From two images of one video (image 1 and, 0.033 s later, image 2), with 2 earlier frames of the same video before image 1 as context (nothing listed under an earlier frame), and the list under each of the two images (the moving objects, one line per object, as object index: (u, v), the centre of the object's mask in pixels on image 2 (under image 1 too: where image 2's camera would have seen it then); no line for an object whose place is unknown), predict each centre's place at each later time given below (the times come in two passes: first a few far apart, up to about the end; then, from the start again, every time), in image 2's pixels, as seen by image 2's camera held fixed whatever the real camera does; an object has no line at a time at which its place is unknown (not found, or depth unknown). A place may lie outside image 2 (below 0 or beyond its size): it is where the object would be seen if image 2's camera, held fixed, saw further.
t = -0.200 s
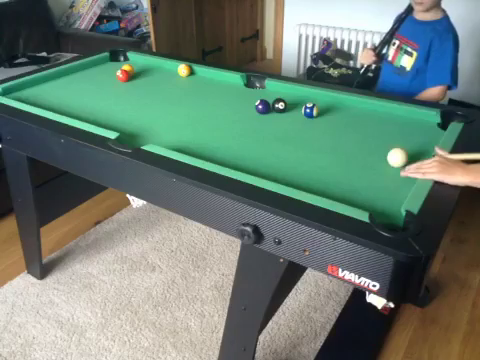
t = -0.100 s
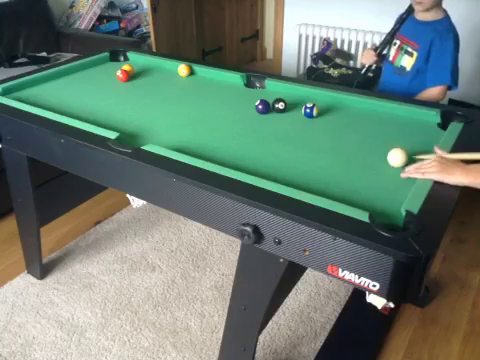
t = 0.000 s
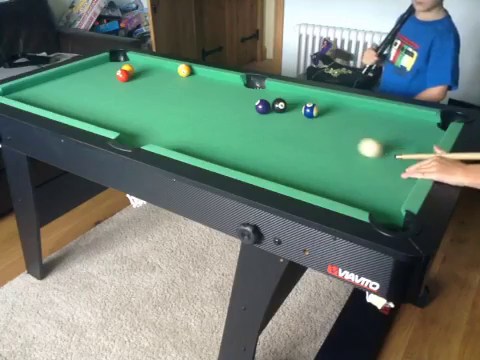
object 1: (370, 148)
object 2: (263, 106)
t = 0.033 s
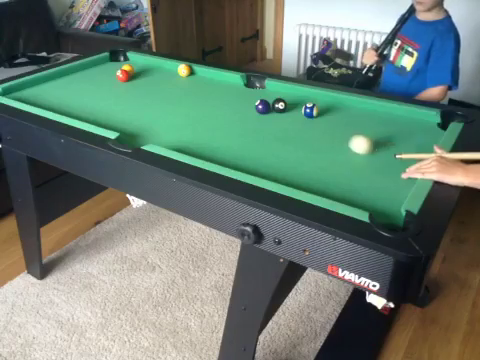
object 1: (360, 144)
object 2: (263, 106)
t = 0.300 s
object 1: (298, 122)
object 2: (263, 106)
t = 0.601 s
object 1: (257, 111)
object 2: (252, 99)
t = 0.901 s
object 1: (236, 110)
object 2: (238, 89)
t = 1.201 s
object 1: (220, 109)
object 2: (229, 81)
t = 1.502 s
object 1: (209, 108)
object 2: (220, 77)
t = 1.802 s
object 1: (203, 108)
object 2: (211, 76)
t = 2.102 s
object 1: (202, 108)
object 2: (206, 76)
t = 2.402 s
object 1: (203, 108)
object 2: (206, 76)
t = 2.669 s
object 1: (203, 108)
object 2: (206, 77)
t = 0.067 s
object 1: (352, 141)
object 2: (263, 106)
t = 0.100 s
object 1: (343, 138)
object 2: (263, 106)
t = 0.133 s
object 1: (335, 135)
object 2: (262, 106)
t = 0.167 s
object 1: (327, 133)
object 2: (263, 106)
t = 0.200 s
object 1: (319, 130)
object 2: (263, 106)
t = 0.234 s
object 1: (312, 128)
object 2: (263, 106)
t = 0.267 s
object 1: (305, 125)
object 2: (263, 106)
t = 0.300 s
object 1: (298, 122)
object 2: (263, 106)
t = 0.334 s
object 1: (291, 120)
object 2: (262, 106)
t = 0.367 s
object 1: (285, 118)
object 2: (262, 106)
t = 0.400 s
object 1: (279, 116)
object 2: (262, 106)
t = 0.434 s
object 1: (273, 113)
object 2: (261, 105)
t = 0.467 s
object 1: (269, 112)
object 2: (260, 104)
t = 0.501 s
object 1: (266, 112)
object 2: (258, 102)
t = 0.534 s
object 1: (264, 112)
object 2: (256, 101)
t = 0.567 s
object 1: (261, 111)
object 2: (254, 100)
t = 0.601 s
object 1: (257, 111)
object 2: (252, 99)
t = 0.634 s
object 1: (255, 111)
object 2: (251, 98)
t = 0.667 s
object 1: (252, 111)
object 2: (250, 97)
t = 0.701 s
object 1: (250, 111)
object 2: (248, 96)
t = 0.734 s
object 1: (247, 110)
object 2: (246, 95)
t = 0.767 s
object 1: (245, 110)
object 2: (245, 93)
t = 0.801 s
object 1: (242, 110)
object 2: (243, 92)
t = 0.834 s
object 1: (240, 110)
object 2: (241, 91)
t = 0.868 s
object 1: (238, 110)
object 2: (240, 90)
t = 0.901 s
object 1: (236, 110)
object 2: (238, 89)
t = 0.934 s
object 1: (234, 110)
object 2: (238, 88)
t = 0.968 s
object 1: (232, 110)
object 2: (237, 87)
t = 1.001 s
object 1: (230, 110)
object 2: (236, 86)
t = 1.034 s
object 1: (228, 110)
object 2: (234, 85)
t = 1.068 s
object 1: (226, 109)
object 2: (233, 85)
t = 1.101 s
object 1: (225, 109)
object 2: (232, 83)
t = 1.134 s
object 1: (223, 109)
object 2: (231, 83)
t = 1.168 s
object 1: (222, 109)
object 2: (230, 82)
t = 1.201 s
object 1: (220, 109)
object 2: (229, 81)
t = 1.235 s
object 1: (218, 109)
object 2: (229, 80)
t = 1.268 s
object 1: (217, 109)
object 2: (228, 79)
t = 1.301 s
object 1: (216, 109)
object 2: (227, 79)
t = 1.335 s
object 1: (214, 109)
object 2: (226, 78)
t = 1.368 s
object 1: (213, 109)
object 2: (225, 78)
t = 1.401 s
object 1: (212, 109)
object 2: (224, 78)
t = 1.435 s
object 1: (211, 108)
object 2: (222, 78)
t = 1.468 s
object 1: (210, 108)
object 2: (221, 77)
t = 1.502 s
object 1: (209, 108)
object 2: (220, 77)
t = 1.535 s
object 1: (208, 108)
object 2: (219, 77)
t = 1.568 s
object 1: (207, 108)
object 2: (217, 77)
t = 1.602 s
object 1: (206, 108)
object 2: (216, 77)
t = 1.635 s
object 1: (205, 108)
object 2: (215, 77)
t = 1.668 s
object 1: (205, 108)
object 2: (213, 77)
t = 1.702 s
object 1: (204, 108)
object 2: (212, 77)
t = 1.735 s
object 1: (204, 108)
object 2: (213, 77)
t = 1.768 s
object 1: (203, 108)
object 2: (212, 77)
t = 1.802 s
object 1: (203, 108)
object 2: (211, 76)
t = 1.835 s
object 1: (203, 108)
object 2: (211, 76)
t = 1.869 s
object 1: (202, 108)
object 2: (210, 76)
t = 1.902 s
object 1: (202, 108)
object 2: (209, 76)
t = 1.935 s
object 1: (202, 108)
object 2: (209, 76)
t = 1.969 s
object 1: (202, 108)
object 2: (209, 76)
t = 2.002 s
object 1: (202, 108)
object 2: (208, 76)
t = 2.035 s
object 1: (202, 108)
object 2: (207, 76)
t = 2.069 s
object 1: (202, 108)
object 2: (206, 76)
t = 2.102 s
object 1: (202, 108)
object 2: (206, 76)
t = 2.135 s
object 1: (202, 108)
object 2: (206, 76)
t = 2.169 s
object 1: (202, 108)
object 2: (206, 76)
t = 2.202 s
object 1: (202, 108)
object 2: (206, 76)
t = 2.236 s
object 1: (202, 108)
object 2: (206, 76)
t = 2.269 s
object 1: (202, 108)
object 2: (206, 76)
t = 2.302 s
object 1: (202, 108)
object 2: (206, 76)
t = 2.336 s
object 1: (202, 108)
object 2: (206, 76)
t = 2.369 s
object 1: (202, 108)
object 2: (206, 77)
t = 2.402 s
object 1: (203, 108)
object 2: (206, 76)
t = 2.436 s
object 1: (202, 108)
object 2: (206, 76)
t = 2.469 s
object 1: (202, 108)
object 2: (206, 76)
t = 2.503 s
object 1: (202, 108)
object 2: (206, 76)
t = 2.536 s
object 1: (203, 108)
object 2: (206, 77)
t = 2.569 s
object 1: (203, 108)
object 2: (206, 77)
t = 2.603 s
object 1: (203, 108)
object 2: (206, 77)
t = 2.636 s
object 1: (203, 108)
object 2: (206, 77)
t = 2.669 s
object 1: (203, 108)
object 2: (206, 77)
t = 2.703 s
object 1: (202, 109)
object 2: (208, 77)
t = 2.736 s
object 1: (203, 108)
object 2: (207, 77)
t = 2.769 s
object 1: (203, 108)
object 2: (207, 77)
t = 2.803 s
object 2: (207, 77)
